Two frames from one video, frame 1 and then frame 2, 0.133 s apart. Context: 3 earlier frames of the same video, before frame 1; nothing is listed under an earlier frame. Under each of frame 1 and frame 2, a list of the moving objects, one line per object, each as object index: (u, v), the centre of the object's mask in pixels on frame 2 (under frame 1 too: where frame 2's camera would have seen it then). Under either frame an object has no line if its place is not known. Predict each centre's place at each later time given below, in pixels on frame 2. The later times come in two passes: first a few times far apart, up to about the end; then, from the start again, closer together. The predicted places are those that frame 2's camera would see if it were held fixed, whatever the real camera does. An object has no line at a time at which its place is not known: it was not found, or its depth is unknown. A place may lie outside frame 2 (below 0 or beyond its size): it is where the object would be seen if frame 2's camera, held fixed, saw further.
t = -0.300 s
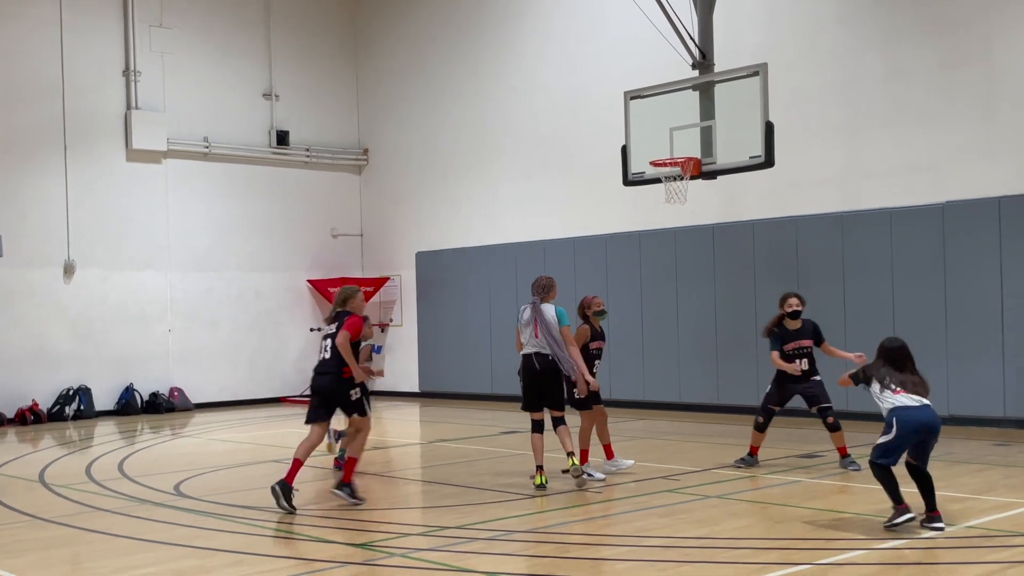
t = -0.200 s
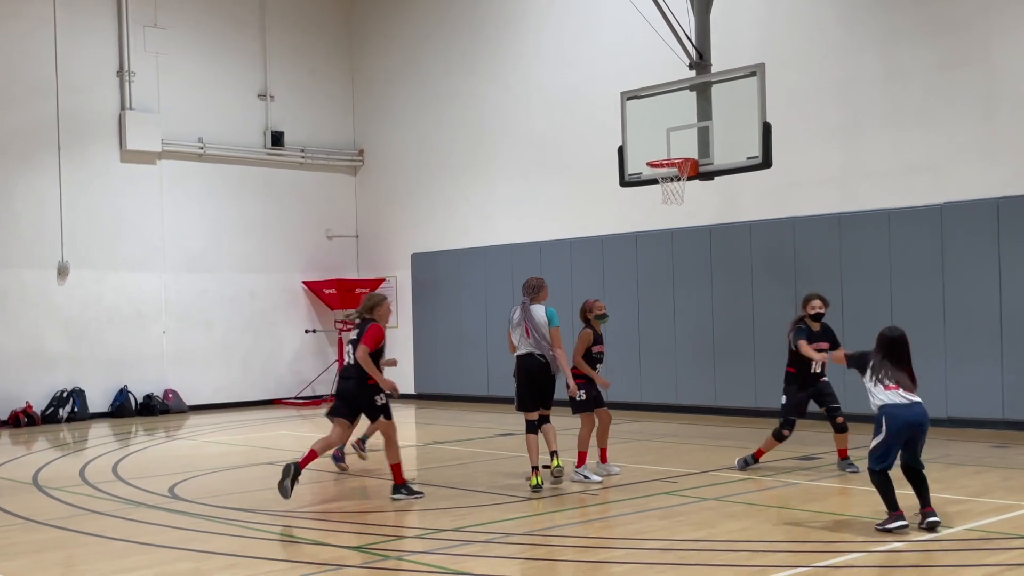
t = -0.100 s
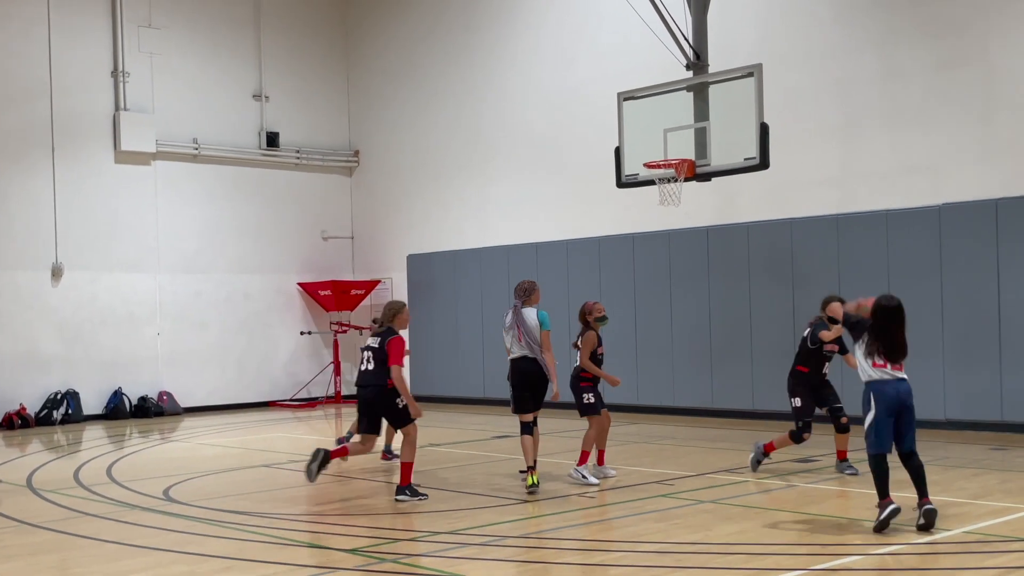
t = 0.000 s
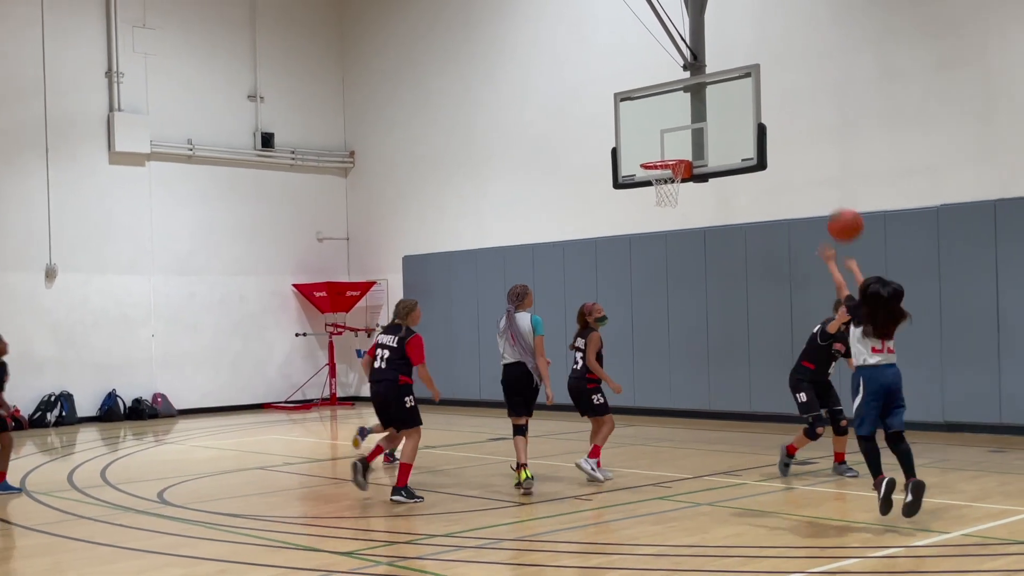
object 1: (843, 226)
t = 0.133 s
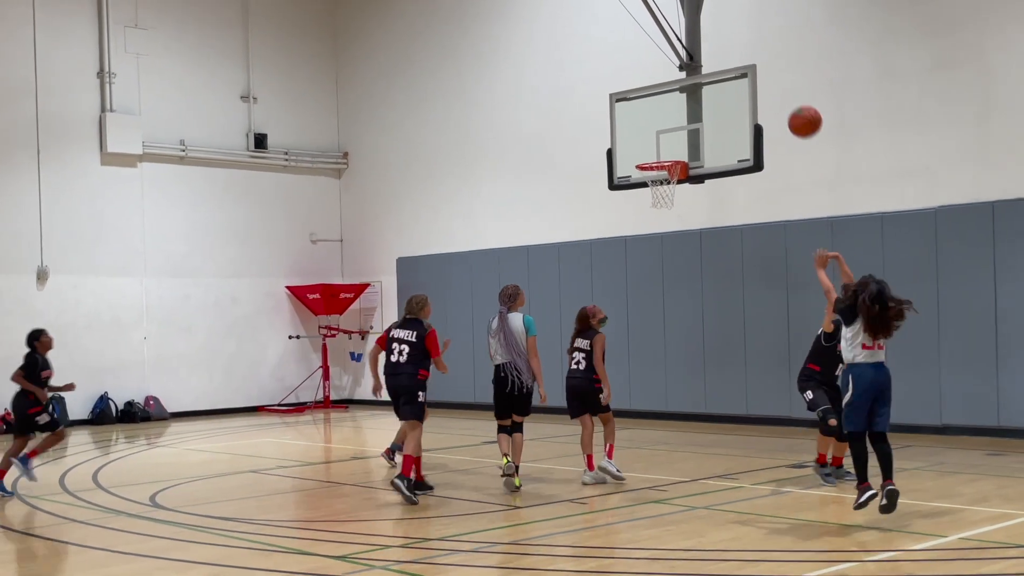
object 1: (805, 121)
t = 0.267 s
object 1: (773, 54)
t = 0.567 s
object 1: (716, 6)
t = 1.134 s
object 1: (648, 151)
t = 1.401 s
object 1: (650, 182)
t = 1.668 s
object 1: (662, 205)
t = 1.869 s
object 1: (676, 256)
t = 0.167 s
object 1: (796, 101)
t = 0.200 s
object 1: (788, 83)
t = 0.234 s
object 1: (780, 67)
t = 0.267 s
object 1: (773, 54)
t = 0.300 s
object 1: (766, 42)
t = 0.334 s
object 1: (759, 31)
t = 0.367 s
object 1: (752, 23)
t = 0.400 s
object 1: (745, 15)
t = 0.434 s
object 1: (739, 11)
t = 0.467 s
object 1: (733, 9)
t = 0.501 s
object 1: (727, 7)
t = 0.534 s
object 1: (722, 6)
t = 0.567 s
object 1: (716, 6)
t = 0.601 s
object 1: (711, 6)
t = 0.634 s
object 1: (706, 8)
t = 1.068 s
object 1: (654, 122)
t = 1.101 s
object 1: (651, 136)
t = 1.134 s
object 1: (648, 151)
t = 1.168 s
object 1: (649, 162)
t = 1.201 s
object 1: (661, 162)
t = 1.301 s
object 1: (657, 165)
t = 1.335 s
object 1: (653, 171)
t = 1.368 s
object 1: (652, 176)
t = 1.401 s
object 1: (650, 182)
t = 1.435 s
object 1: (650, 186)
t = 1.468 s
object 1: (651, 187)
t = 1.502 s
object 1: (653, 188)
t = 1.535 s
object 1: (654, 190)
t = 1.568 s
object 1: (657, 194)
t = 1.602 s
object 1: (659, 196)
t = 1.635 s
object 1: (661, 200)
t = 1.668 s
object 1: (662, 205)
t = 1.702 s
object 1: (665, 211)
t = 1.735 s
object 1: (667, 218)
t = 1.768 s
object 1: (669, 226)
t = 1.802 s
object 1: (671, 235)
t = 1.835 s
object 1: (674, 246)
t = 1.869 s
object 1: (676, 256)
